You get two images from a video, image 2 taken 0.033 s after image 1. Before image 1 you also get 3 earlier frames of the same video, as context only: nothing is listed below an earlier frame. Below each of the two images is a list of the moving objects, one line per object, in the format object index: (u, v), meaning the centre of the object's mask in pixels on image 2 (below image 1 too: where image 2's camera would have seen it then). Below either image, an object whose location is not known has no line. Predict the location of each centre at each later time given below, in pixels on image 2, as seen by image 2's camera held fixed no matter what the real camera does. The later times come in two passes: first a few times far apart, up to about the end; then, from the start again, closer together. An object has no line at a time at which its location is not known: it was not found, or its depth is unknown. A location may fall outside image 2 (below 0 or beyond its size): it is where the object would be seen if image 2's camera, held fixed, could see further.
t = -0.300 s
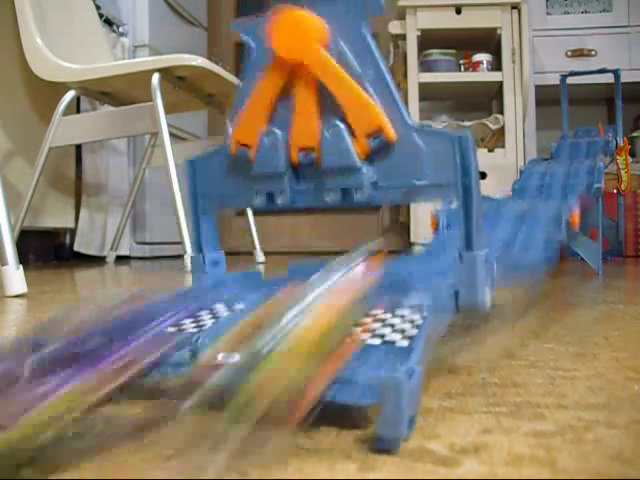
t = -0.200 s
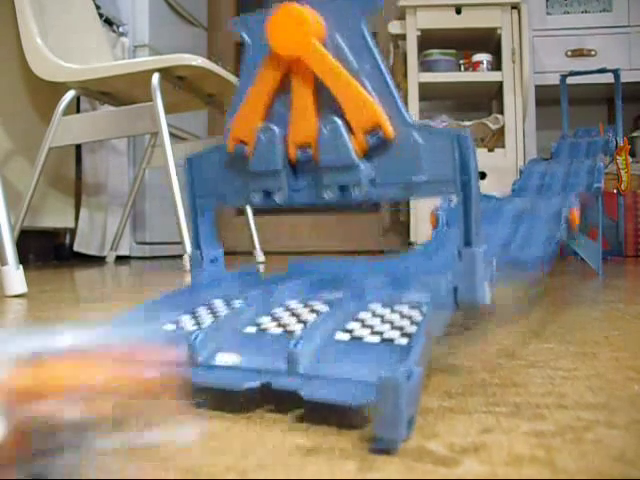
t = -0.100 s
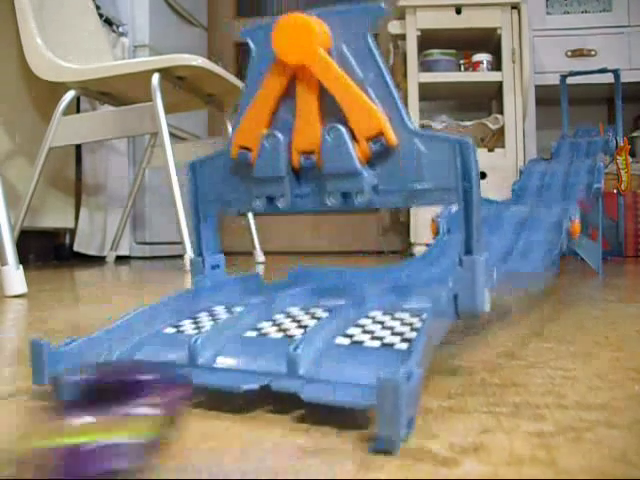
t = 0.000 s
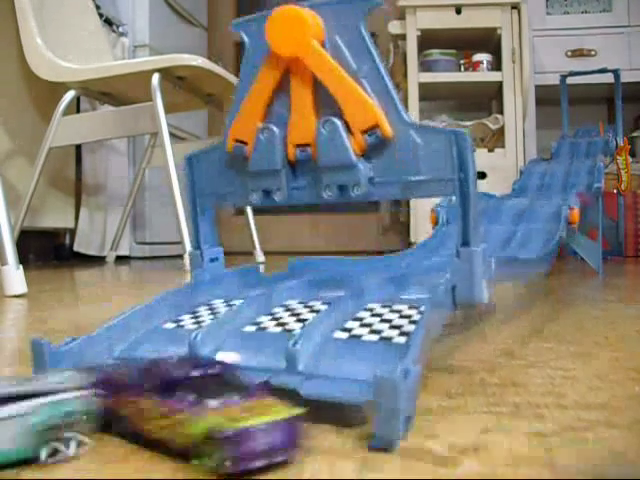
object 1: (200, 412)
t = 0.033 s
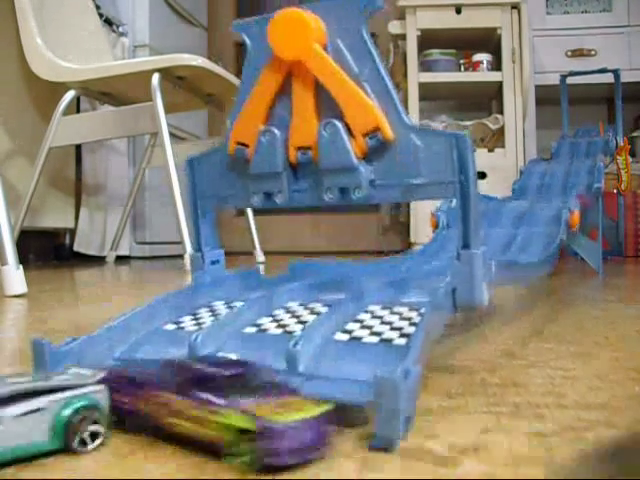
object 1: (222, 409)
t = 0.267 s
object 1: (243, 406)
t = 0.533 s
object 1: (239, 405)
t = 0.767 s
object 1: (239, 405)
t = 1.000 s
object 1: (239, 405)
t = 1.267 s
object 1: (239, 405)
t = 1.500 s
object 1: (239, 405)
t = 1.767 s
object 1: (239, 405)
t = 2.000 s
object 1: (239, 405)
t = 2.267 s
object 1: (239, 405)
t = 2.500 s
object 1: (239, 405)
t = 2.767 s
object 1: (239, 405)
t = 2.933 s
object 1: (239, 405)
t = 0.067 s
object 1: (239, 406)
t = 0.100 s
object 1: (247, 406)
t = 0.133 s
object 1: (247, 406)
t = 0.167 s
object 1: (246, 406)
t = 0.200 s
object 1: (245, 406)
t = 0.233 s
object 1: (244, 406)
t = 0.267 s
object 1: (243, 406)
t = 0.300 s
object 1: (241, 406)
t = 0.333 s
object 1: (240, 406)
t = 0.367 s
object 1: (240, 406)
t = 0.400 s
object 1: (239, 405)
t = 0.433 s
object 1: (239, 405)
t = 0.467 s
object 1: (239, 405)
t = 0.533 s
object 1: (239, 405)
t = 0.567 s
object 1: (239, 405)
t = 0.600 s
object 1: (239, 405)
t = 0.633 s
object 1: (239, 405)
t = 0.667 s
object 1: (239, 405)
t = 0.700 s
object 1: (239, 405)
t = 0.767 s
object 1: (239, 405)
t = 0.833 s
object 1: (239, 405)
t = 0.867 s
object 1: (239, 405)
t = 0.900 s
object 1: (240, 405)
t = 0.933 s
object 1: (239, 405)
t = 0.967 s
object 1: (239, 405)
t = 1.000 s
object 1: (239, 405)
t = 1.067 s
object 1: (239, 405)
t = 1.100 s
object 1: (239, 405)
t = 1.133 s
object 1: (239, 405)
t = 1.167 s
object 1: (239, 405)
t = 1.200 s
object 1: (239, 405)
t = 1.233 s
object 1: (239, 405)
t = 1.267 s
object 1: (239, 405)
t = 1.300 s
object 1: (239, 405)
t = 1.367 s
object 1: (239, 405)
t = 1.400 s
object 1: (239, 405)
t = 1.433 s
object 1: (239, 405)
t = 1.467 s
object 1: (239, 405)
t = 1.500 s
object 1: (239, 405)
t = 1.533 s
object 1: (239, 405)
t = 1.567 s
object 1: (239, 405)
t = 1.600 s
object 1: (239, 405)
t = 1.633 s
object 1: (239, 405)
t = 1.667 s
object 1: (239, 405)
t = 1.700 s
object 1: (239, 405)
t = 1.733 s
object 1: (239, 405)
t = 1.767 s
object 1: (239, 405)
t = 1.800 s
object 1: (239, 405)
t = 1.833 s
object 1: (239, 405)
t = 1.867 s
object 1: (239, 405)
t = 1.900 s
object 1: (239, 405)
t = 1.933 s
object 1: (239, 405)
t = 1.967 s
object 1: (239, 405)
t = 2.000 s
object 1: (239, 405)
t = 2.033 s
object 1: (239, 405)
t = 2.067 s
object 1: (239, 405)
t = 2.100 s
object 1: (239, 405)
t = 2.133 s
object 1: (239, 405)
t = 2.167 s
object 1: (239, 405)
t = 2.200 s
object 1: (239, 405)
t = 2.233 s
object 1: (239, 405)
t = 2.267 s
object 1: (239, 405)
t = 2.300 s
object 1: (239, 405)
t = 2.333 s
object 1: (239, 405)
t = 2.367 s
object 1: (239, 405)
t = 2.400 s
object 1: (239, 405)
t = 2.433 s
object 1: (239, 405)
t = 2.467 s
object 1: (239, 405)
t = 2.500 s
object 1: (239, 405)
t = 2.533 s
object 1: (239, 405)
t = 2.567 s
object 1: (239, 405)
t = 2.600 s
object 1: (239, 405)
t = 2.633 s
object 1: (239, 405)
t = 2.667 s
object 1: (239, 405)
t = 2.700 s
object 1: (239, 405)
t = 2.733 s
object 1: (239, 405)
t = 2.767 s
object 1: (239, 405)
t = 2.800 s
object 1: (239, 405)
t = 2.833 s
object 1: (239, 405)
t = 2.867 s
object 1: (239, 405)
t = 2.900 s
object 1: (239, 405)
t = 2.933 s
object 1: (239, 405)
